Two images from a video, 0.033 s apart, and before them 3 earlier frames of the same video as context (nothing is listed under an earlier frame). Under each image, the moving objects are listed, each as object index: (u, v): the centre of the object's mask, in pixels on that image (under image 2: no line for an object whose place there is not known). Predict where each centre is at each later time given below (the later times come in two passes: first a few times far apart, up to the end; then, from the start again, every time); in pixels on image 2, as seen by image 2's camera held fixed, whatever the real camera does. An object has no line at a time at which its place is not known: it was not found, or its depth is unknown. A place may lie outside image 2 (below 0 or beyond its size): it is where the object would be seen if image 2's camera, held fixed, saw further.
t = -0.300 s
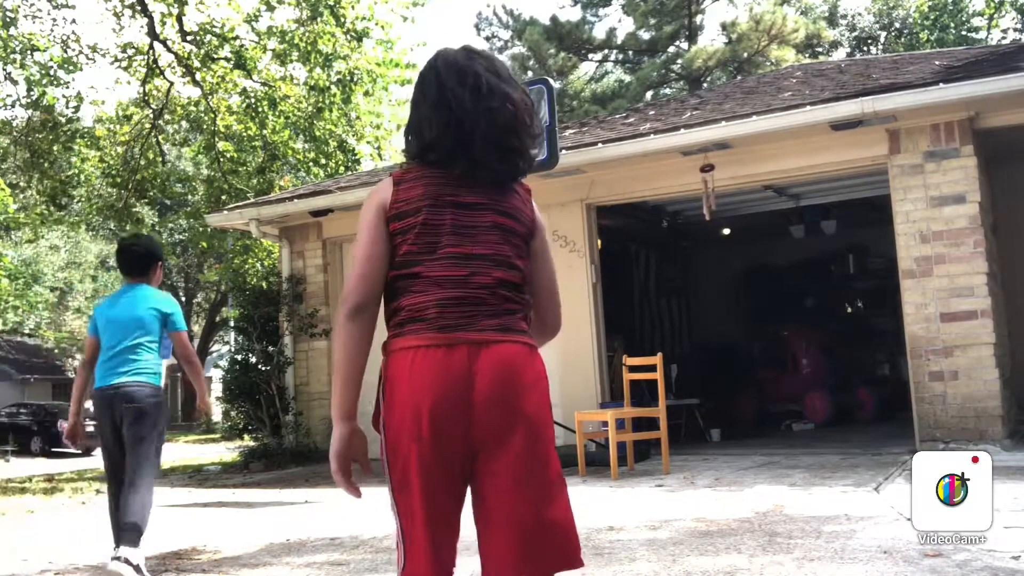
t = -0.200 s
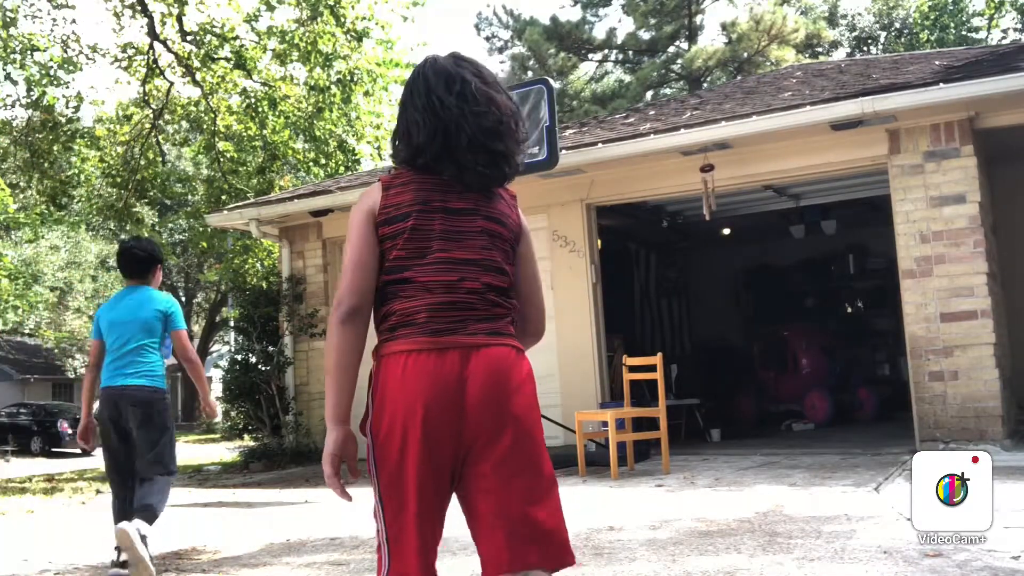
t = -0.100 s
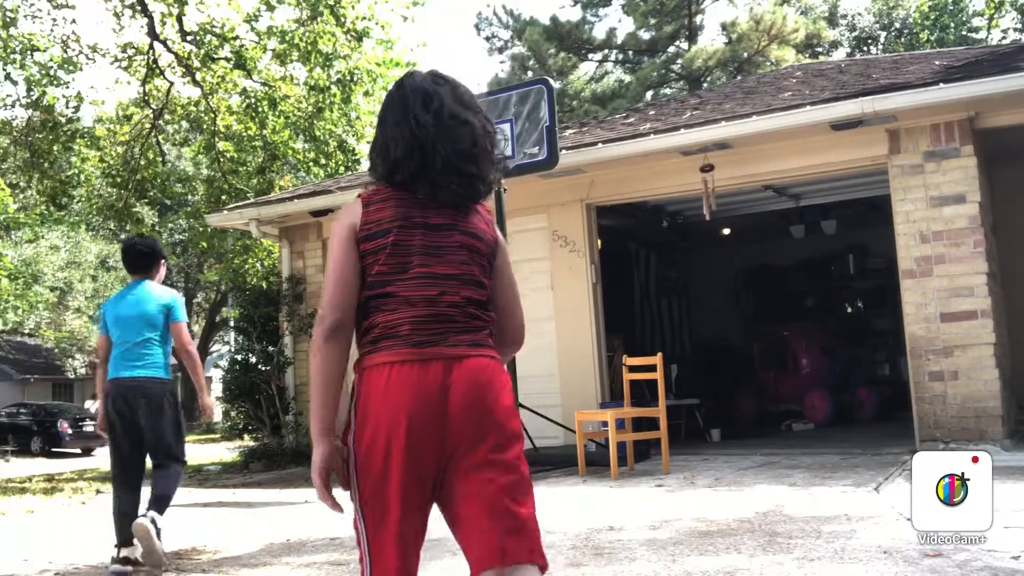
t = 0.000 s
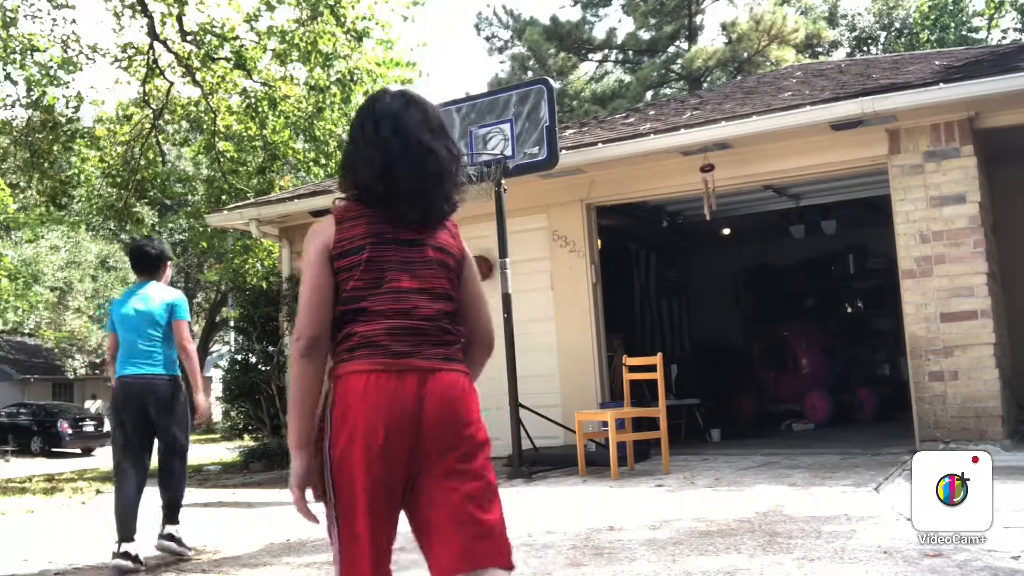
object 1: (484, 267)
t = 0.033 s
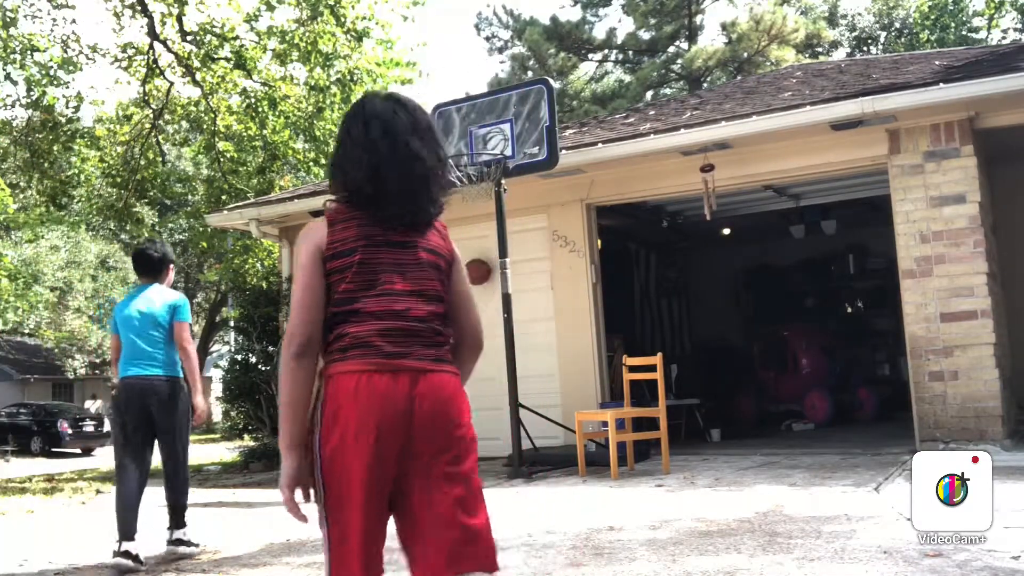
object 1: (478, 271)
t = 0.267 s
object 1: (463, 329)
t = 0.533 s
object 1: (449, 442)
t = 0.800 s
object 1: (413, 354)
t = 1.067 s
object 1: (380, 342)
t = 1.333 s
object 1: (349, 415)
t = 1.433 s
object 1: (337, 466)
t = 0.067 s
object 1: (475, 276)
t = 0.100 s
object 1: (473, 282)
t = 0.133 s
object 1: (470, 289)
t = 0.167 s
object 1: (469, 297)
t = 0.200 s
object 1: (466, 306)
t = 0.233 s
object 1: (465, 317)
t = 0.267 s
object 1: (463, 329)
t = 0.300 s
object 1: (461, 342)
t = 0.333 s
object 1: (459, 356)
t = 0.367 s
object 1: (458, 372)
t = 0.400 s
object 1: (456, 388)
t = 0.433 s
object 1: (455, 406)
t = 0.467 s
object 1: (454, 427)
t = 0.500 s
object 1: (453, 448)
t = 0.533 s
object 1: (449, 442)
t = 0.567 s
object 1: (444, 428)
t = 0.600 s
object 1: (440, 413)
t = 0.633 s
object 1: (435, 400)
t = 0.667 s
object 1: (431, 389)
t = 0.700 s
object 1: (426, 378)
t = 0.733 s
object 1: (422, 369)
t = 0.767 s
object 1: (417, 361)
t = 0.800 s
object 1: (413, 354)
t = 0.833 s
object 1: (409, 348)
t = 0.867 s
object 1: (405, 343)
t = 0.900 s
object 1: (401, 340)
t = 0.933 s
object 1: (396, 338)
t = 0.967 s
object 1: (392, 337)
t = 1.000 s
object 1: (388, 337)
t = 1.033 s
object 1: (384, 339)
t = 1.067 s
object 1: (380, 342)
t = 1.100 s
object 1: (376, 346)
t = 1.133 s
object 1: (372, 352)
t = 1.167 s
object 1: (368, 359)
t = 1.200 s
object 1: (364, 367)
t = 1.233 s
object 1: (360, 377)
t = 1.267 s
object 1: (357, 388)
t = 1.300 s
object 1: (353, 401)
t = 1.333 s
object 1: (349, 415)
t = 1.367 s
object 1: (346, 431)
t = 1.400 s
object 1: (341, 448)
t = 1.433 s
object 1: (337, 466)
